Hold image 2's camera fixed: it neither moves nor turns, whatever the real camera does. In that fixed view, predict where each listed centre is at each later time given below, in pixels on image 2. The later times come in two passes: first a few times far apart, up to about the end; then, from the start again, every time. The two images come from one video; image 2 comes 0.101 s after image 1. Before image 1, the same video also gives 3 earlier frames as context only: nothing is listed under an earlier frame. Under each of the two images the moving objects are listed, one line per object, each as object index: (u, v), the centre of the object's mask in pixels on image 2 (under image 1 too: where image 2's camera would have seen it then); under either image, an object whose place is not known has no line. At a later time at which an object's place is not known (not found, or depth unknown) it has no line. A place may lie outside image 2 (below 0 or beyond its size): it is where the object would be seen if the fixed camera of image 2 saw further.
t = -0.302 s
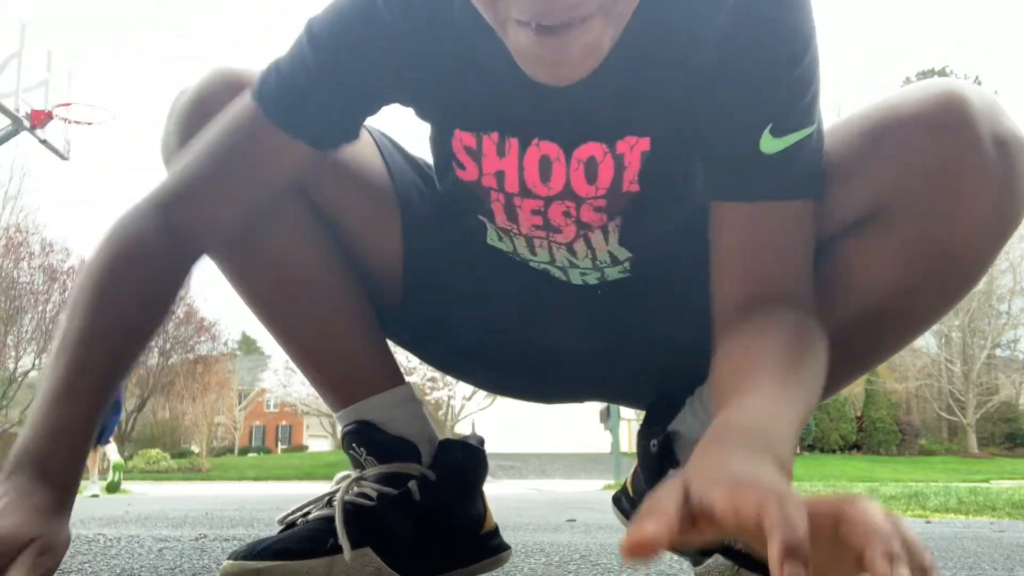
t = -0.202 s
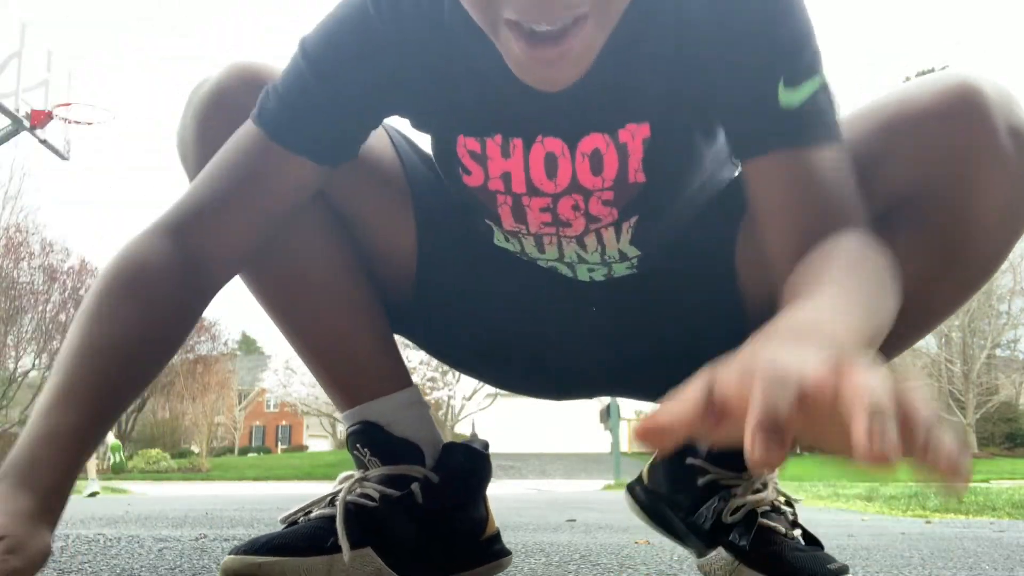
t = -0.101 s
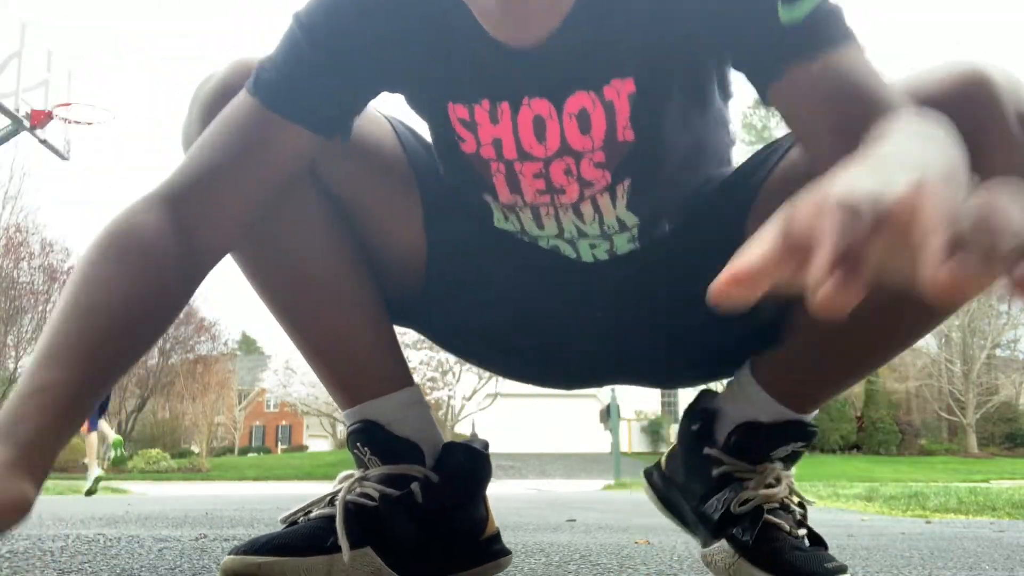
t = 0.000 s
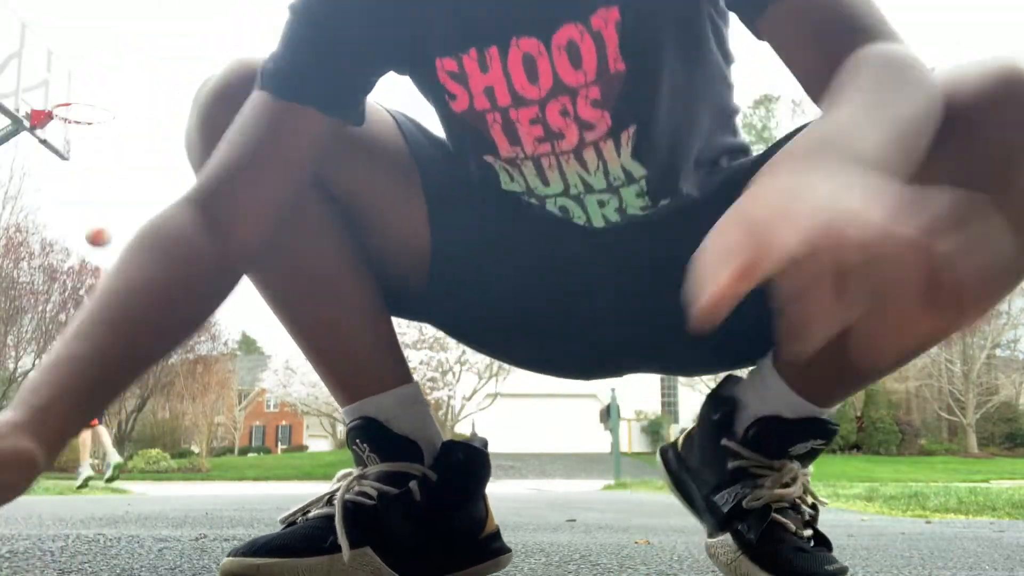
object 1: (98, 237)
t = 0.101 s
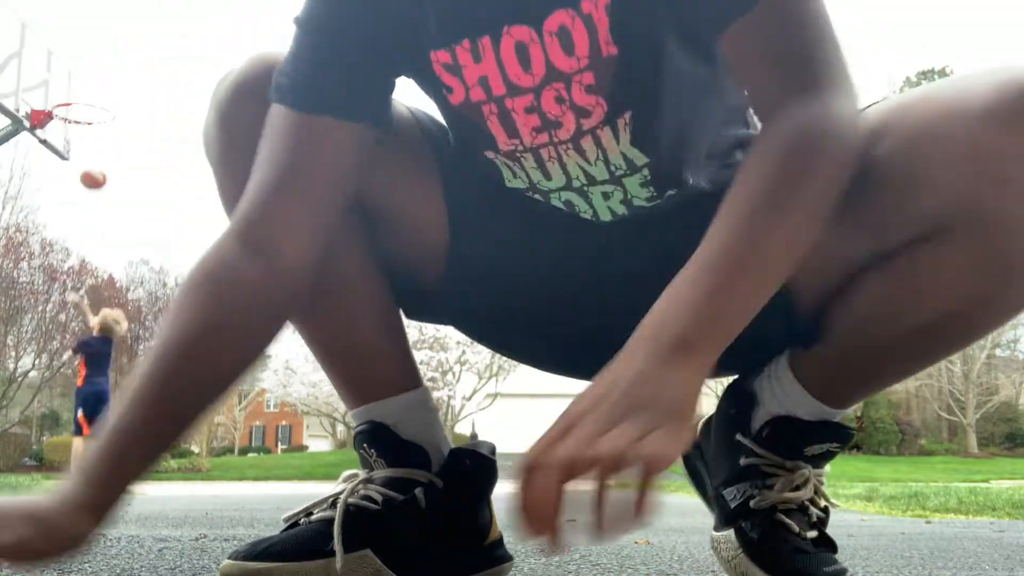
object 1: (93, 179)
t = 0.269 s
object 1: (83, 105)
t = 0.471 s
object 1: (68, 56)
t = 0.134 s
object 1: (91, 162)
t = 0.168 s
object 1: (89, 146)
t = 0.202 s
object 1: (88, 132)
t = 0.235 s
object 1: (85, 115)
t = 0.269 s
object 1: (83, 105)
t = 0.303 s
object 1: (81, 94)
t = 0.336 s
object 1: (78, 84)
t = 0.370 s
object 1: (76, 76)
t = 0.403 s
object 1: (73, 68)
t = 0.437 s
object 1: (71, 62)
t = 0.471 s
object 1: (68, 56)
